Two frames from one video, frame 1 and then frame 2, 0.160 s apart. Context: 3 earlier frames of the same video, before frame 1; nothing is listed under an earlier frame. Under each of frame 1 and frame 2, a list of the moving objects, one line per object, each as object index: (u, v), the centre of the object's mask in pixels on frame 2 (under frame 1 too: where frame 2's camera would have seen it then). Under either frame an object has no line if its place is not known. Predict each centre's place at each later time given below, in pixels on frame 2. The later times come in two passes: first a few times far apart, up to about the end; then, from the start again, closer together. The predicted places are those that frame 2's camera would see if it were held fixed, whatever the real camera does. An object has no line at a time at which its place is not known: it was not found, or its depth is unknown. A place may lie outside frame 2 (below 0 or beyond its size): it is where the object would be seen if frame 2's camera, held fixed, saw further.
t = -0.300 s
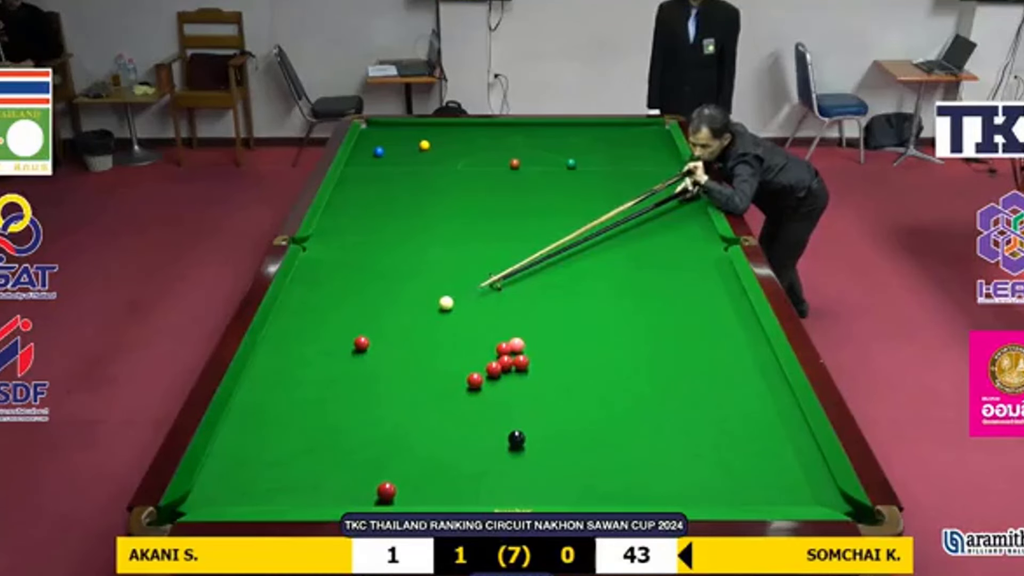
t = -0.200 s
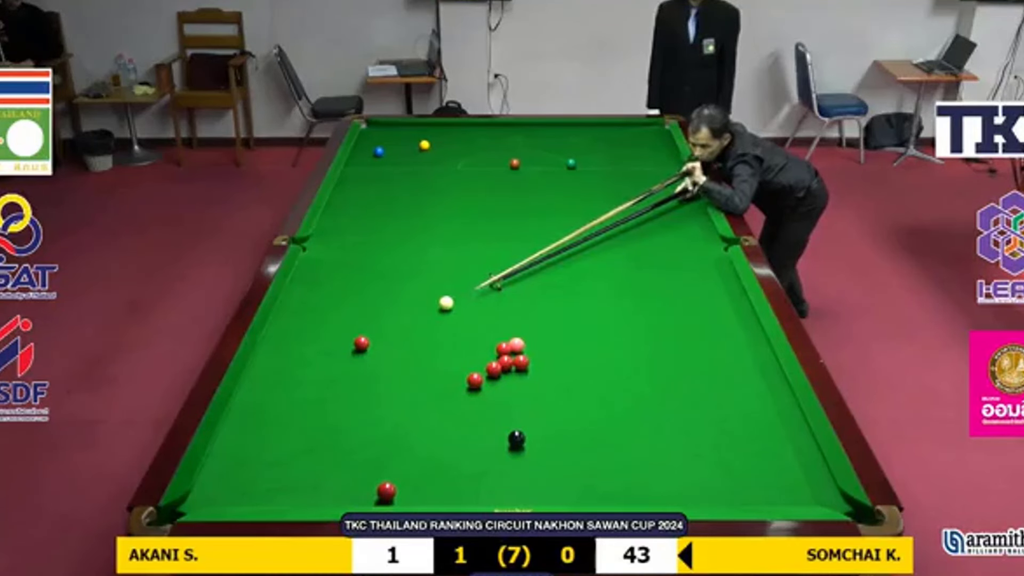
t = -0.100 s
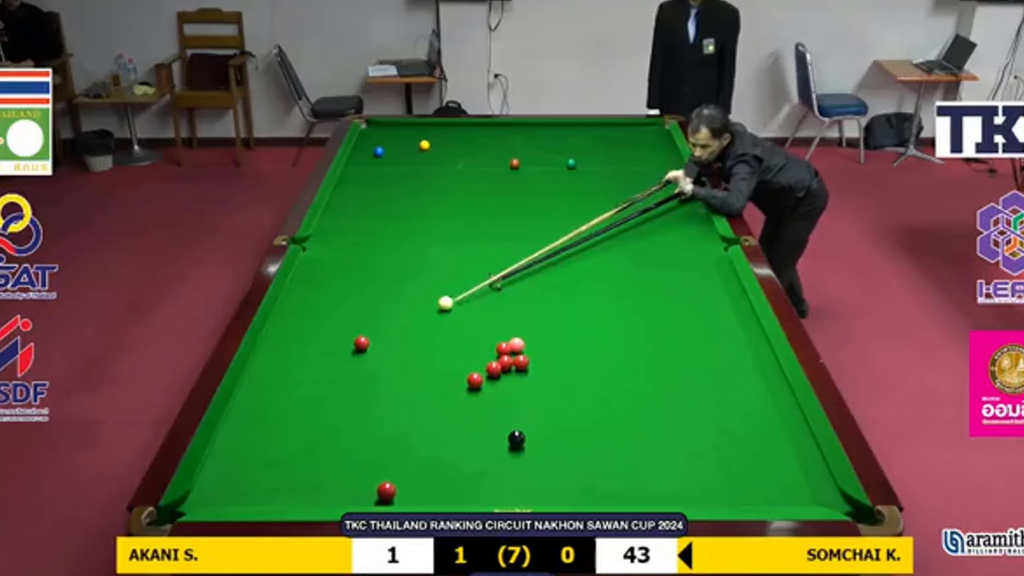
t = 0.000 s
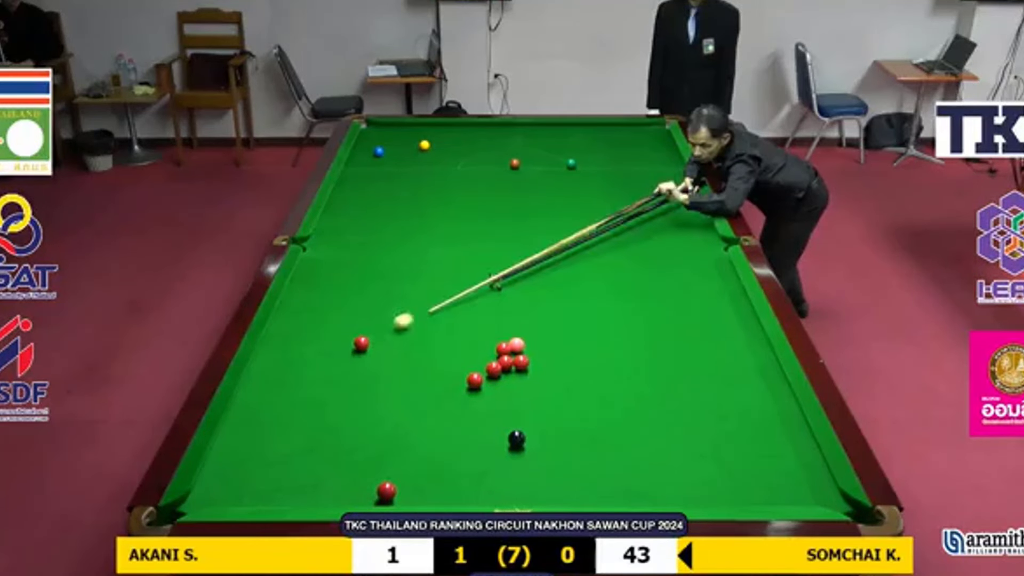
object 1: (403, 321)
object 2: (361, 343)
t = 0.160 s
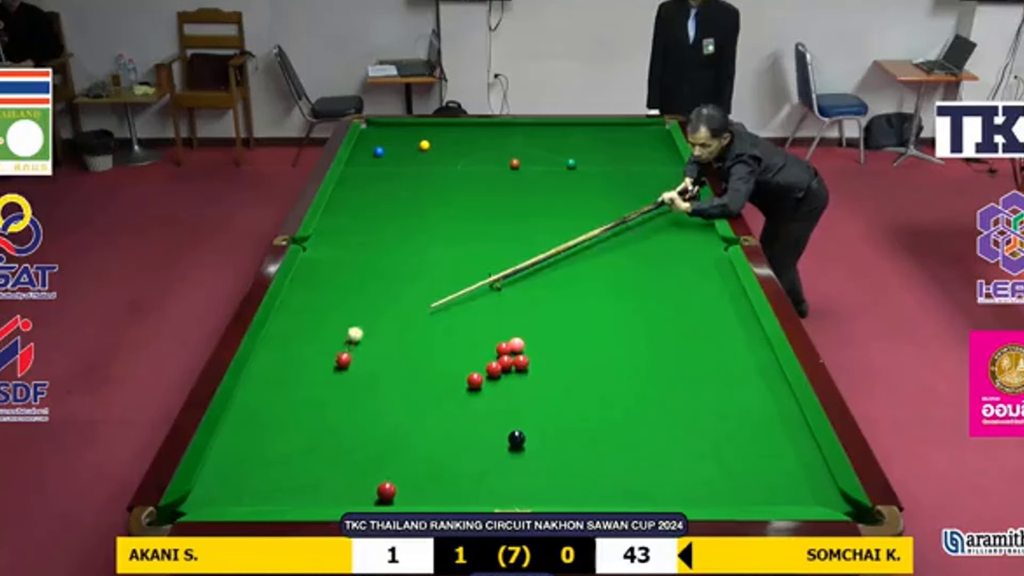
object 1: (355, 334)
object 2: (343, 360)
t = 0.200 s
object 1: (350, 333)
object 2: (334, 369)
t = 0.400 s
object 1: (329, 328)
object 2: (293, 407)
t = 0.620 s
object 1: (309, 322)
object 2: (243, 453)
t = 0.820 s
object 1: (291, 318)
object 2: (190, 500)
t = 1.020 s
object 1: (284, 313)
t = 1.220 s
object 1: (297, 309)
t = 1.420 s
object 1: (308, 304)
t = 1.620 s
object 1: (318, 300)
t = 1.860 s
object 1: (329, 296)
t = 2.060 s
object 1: (337, 293)
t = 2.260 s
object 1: (345, 290)
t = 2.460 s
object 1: (351, 287)
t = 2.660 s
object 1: (357, 285)
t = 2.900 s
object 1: (363, 282)
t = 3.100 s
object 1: (368, 281)
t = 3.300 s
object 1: (371, 279)
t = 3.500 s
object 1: (374, 278)
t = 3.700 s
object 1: (376, 277)
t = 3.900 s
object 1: (378, 277)
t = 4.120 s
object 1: (380, 276)
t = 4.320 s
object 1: (381, 276)
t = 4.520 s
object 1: (381, 276)
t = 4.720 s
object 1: (381, 276)
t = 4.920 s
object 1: (381, 276)
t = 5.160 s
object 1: (381, 276)
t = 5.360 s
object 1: (381, 276)
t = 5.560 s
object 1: (381, 276)
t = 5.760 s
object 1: (381, 276)
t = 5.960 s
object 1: (381, 276)
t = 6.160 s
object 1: (381, 276)
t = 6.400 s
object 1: (381, 276)
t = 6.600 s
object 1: (381, 276)
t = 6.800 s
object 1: (381, 276)
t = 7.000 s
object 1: (381, 276)
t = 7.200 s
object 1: (381, 276)
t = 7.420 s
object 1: (381, 276)
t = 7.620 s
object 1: (381, 276)
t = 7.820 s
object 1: (381, 276)
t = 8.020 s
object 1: (381, 276)
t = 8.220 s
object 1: (381, 276)
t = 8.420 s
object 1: (381, 276)
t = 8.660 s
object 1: (381, 276)
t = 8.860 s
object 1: (381, 276)
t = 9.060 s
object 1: (381, 276)
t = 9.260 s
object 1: (381, 276)
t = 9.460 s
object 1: (381, 276)
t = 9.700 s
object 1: (381, 276)
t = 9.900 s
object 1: (381, 276)
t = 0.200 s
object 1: (350, 333)
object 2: (334, 369)
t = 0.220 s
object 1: (347, 332)
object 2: (330, 372)
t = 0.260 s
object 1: (343, 331)
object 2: (322, 380)
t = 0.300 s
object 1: (339, 330)
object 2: (314, 388)
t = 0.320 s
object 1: (337, 330)
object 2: (309, 392)
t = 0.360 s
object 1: (333, 329)
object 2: (302, 399)
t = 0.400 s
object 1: (329, 328)
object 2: (293, 407)
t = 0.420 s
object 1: (327, 327)
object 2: (289, 411)
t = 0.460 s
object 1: (324, 326)
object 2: (280, 419)
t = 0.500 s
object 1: (320, 325)
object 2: (271, 427)
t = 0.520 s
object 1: (318, 325)
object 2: (266, 431)
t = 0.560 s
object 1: (314, 324)
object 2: (257, 440)
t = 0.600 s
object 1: (310, 323)
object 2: (248, 449)
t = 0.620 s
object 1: (309, 322)
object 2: (243, 453)
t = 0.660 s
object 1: (305, 321)
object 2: (233, 462)
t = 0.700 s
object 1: (302, 321)
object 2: (223, 471)
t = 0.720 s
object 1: (300, 320)
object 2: (218, 477)
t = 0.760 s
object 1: (297, 319)
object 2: (207, 486)
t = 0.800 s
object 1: (293, 318)
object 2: (195, 496)
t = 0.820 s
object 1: (291, 318)
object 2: (190, 500)
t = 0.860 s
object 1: (288, 317)
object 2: (180, 510)
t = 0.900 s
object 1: (285, 316)
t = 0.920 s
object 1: (282, 316)
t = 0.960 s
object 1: (281, 315)
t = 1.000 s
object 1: (284, 314)
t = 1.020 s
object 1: (284, 313)
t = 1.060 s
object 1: (287, 312)
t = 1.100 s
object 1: (290, 311)
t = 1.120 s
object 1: (290, 311)
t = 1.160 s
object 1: (293, 310)
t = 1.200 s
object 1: (295, 309)
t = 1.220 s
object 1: (297, 309)
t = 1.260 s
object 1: (299, 308)
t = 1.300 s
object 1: (301, 307)
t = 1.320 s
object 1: (302, 306)
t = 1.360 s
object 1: (304, 305)
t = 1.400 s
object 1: (307, 304)
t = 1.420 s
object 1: (308, 304)
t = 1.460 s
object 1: (310, 303)
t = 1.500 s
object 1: (312, 302)
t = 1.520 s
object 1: (313, 302)
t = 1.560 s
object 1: (315, 301)
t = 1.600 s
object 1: (317, 300)
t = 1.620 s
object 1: (318, 300)
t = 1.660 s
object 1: (320, 299)
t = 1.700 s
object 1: (322, 299)
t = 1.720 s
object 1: (323, 298)
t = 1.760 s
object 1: (325, 298)
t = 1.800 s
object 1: (326, 297)
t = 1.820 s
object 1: (327, 296)
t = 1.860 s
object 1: (329, 296)
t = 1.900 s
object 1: (331, 295)
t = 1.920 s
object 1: (332, 295)
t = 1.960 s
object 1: (333, 294)
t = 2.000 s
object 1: (335, 294)
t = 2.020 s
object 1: (336, 293)
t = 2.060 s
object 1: (337, 293)
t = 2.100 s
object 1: (339, 292)
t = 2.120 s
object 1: (340, 292)
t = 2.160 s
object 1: (341, 291)
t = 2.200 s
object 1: (343, 290)
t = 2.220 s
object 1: (343, 290)
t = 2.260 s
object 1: (345, 290)
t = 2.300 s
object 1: (346, 289)
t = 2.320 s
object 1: (347, 289)
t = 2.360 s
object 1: (348, 288)
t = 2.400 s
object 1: (349, 288)
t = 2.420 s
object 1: (350, 287)
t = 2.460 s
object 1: (351, 287)
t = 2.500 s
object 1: (353, 287)
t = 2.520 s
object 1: (353, 287)
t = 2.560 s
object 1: (354, 286)
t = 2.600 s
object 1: (356, 285)
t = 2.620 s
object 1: (356, 285)
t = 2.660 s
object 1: (357, 285)
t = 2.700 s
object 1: (358, 284)
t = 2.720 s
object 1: (359, 284)
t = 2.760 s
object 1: (360, 284)
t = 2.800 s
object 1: (361, 283)
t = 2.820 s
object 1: (361, 283)
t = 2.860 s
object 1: (362, 283)
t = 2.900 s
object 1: (363, 282)
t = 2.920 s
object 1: (364, 282)
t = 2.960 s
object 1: (364, 282)
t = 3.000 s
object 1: (365, 282)
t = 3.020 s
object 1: (366, 281)
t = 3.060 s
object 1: (367, 281)
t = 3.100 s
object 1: (368, 281)
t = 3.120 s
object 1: (368, 281)
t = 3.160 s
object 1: (369, 281)
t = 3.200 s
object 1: (369, 280)
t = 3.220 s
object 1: (370, 280)
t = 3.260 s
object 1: (370, 279)
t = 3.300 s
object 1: (371, 279)
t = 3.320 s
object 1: (371, 279)
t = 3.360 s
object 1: (372, 279)
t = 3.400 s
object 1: (373, 279)
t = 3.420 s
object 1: (373, 278)
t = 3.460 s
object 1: (374, 278)
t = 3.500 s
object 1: (374, 278)
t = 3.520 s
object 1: (374, 278)
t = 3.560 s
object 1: (375, 278)
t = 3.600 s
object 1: (375, 278)
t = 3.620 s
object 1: (375, 278)
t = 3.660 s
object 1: (376, 278)
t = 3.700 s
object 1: (376, 277)
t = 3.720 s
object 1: (377, 277)
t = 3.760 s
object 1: (377, 277)
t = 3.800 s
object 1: (377, 277)
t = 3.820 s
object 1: (377, 277)
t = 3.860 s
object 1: (378, 277)
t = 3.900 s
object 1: (378, 277)
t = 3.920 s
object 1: (378, 277)
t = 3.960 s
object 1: (379, 276)
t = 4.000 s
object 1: (379, 276)
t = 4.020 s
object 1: (379, 276)
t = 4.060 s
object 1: (379, 276)
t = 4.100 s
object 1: (380, 276)
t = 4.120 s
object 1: (380, 276)
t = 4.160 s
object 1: (380, 276)
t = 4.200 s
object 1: (380, 276)
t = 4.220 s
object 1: (380, 276)
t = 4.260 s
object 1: (380, 276)
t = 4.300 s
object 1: (381, 276)
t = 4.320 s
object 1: (381, 276)
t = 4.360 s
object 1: (381, 276)
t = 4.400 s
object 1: (381, 276)
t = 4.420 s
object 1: (381, 276)
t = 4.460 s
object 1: (381, 276)
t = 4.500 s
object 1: (381, 276)
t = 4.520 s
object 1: (381, 276)
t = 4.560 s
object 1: (381, 276)
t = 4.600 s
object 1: (381, 276)
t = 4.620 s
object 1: (381, 276)
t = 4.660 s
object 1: (381, 276)
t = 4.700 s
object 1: (381, 276)
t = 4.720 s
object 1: (381, 276)
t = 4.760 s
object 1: (381, 276)
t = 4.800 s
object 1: (381, 276)
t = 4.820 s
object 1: (381, 276)
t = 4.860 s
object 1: (381, 276)
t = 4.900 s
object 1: (381, 276)
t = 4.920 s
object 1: (381, 276)
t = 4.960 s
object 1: (381, 276)
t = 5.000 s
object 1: (381, 276)
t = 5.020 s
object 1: (381, 276)
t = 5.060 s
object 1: (381, 276)
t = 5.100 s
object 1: (381, 276)
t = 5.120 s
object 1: (381, 276)
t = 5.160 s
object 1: (381, 276)
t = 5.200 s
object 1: (381, 276)
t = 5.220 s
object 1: (381, 276)
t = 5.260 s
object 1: (381, 276)
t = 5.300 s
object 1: (381, 276)
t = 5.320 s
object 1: (381, 276)
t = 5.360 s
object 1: (381, 276)
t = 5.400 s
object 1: (381, 276)
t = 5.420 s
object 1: (381, 276)
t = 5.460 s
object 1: (381, 276)
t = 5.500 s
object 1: (381, 276)
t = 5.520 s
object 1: (381, 276)
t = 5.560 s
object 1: (381, 276)
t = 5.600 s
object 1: (381, 276)
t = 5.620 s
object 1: (381, 276)
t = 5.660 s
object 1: (381, 276)
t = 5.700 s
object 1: (381, 276)
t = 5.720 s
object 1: (381, 276)
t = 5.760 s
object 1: (381, 276)
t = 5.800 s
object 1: (381, 276)
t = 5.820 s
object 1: (381, 276)
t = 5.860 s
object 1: (381, 276)
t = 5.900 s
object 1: (381, 276)
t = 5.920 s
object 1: (381, 276)
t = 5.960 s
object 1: (381, 276)
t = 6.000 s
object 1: (381, 276)
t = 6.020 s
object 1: (381, 276)
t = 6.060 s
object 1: (381, 276)
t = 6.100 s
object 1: (381, 276)
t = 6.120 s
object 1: (381, 276)
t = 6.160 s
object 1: (381, 276)
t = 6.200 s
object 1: (381, 276)
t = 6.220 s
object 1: (381, 276)
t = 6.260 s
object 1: (381, 276)
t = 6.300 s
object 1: (381, 276)
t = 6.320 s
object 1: (381, 276)
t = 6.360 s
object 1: (381, 276)
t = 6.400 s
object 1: (381, 276)
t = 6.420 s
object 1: (381, 276)
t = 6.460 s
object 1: (381, 276)
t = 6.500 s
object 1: (381, 276)
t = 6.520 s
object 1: (381, 276)
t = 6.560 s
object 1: (381, 276)
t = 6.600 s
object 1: (381, 276)
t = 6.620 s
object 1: (381, 276)
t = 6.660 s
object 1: (381, 276)
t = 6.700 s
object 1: (381, 276)
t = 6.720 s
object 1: (381, 276)
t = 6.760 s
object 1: (381, 276)
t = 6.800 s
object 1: (381, 276)
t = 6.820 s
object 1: (381, 276)
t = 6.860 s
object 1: (381, 276)
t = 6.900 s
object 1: (381, 276)
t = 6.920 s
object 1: (381, 276)
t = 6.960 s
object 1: (381, 276)
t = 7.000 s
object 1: (381, 276)
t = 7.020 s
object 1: (381, 276)
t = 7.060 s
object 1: (381, 276)
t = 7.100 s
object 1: (381, 276)
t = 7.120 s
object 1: (381, 276)
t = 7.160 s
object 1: (381, 276)
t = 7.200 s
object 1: (381, 276)
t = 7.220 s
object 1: (381, 276)
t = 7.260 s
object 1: (381, 276)
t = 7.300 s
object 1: (381, 276)
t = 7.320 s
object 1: (381, 276)
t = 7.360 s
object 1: (381, 276)
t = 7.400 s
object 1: (381, 276)
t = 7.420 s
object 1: (381, 276)
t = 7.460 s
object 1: (381, 276)
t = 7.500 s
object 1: (381, 276)
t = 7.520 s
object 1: (381, 276)
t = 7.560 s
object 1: (381, 276)
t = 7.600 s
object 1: (381, 276)
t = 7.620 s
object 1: (381, 276)
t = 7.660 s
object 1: (381, 276)
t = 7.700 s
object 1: (381, 276)
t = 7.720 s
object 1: (381, 276)
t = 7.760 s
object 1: (381, 276)
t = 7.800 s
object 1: (381, 276)
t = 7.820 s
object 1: (381, 276)
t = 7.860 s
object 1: (381, 276)
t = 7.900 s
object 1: (381, 276)
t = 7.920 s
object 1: (381, 276)
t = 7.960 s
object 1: (381, 276)
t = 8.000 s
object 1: (381, 276)
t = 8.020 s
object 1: (381, 276)
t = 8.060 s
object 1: (381, 276)
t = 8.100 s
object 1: (381, 276)
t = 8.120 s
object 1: (381, 276)
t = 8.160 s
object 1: (381, 276)
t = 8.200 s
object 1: (381, 276)
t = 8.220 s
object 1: (381, 276)
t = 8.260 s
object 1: (381, 276)
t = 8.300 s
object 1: (381, 276)
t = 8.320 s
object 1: (381, 276)
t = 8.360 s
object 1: (381, 276)
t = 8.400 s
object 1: (381, 276)
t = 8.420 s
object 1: (381, 276)
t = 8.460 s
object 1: (381, 276)
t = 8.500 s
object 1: (381, 276)
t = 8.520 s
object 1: (381, 276)
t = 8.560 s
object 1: (381, 276)
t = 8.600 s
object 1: (381, 276)
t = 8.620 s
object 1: (381, 276)
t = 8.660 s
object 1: (381, 276)
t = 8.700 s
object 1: (381, 276)
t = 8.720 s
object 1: (381, 276)
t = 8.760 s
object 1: (381, 276)
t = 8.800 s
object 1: (381, 276)
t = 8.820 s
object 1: (381, 276)
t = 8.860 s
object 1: (381, 276)
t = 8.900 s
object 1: (381, 276)
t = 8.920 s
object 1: (381, 276)
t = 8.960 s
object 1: (381, 276)
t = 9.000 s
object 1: (381, 276)
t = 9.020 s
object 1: (381, 276)
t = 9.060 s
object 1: (381, 276)
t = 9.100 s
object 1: (381, 276)
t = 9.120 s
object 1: (381, 276)
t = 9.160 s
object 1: (381, 276)
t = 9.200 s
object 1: (381, 276)
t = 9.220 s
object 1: (381, 276)
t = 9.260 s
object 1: (381, 276)
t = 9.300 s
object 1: (381, 276)
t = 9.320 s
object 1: (381, 276)
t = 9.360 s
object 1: (381, 276)
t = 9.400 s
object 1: (381, 276)
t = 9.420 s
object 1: (381, 276)
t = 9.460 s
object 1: (381, 276)
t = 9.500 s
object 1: (381, 276)
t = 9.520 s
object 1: (381, 276)
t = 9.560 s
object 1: (381, 276)
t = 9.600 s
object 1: (381, 276)
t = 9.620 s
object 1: (381, 276)
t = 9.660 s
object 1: (381, 276)
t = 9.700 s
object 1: (381, 276)
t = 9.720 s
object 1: (381, 276)
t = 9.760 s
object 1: (381, 276)
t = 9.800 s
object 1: (381, 276)
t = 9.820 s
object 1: (381, 276)
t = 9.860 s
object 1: (381, 276)
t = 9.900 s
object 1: (381, 276)
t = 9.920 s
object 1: (381, 276)
